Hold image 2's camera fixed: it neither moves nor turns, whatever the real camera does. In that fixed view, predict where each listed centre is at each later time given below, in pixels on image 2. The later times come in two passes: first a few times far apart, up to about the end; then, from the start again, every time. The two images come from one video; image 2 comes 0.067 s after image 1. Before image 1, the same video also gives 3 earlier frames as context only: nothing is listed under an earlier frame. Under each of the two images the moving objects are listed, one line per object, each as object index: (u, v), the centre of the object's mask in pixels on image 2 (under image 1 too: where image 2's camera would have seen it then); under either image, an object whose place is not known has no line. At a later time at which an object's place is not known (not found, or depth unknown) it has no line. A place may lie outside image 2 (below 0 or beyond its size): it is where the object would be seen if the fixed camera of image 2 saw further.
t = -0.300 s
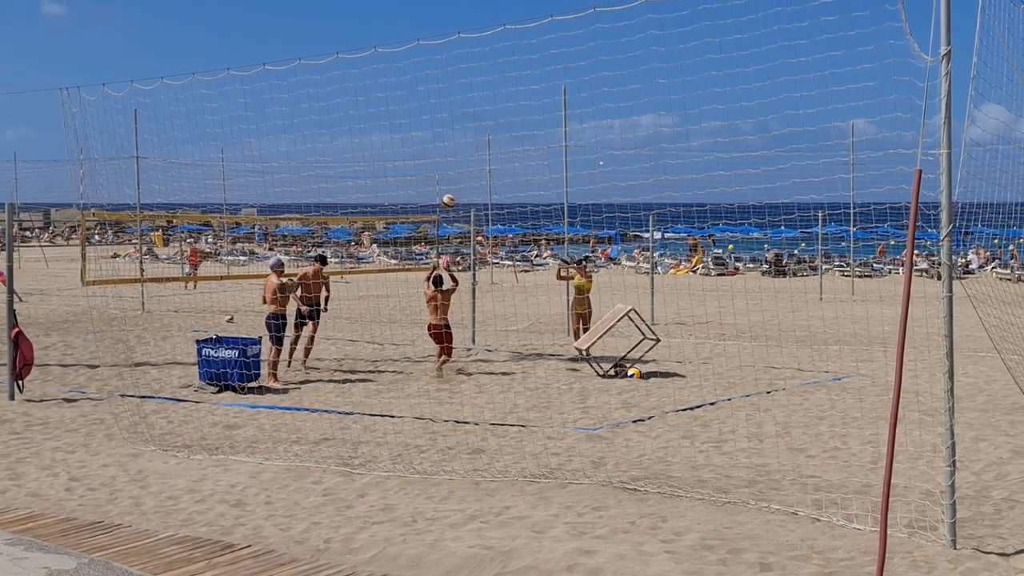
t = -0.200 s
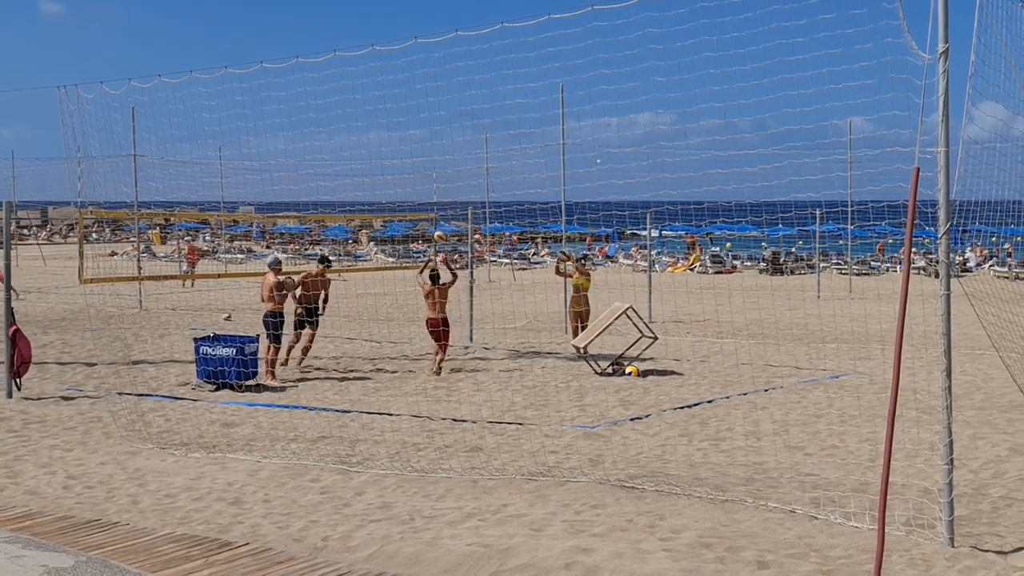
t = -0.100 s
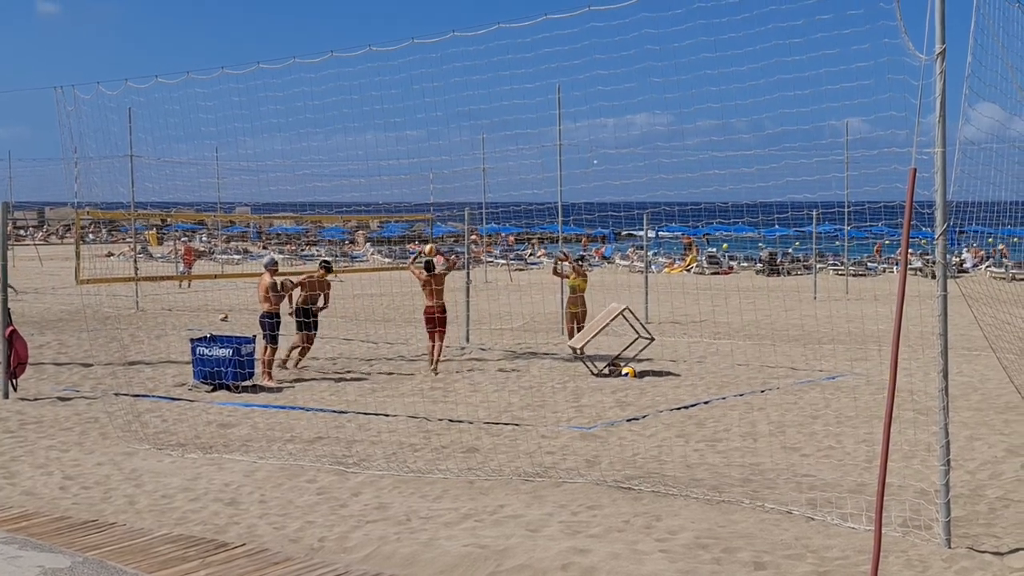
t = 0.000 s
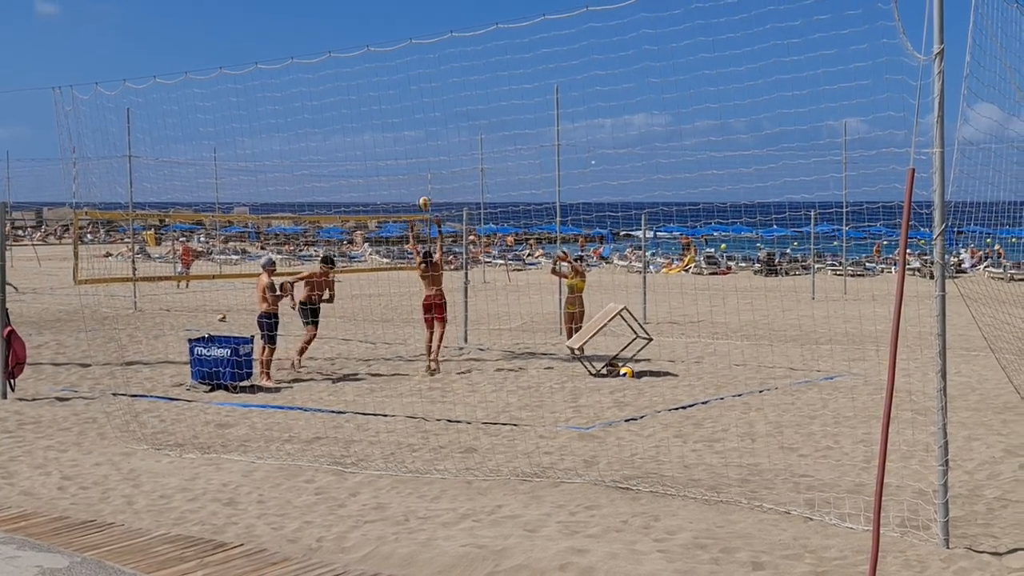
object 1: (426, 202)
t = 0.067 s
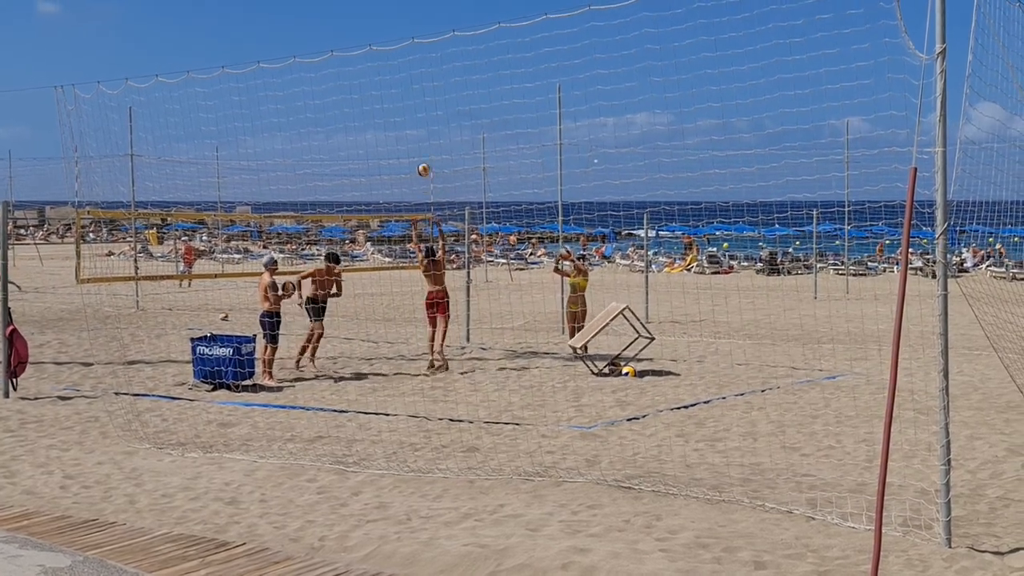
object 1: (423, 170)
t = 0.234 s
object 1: (417, 104)
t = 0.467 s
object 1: (411, 45)
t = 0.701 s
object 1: (405, 23)
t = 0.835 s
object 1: (403, 27)
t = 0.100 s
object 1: (422, 155)
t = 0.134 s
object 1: (420, 141)
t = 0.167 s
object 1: (419, 128)
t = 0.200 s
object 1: (419, 115)
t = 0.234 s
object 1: (417, 104)
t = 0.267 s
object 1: (416, 93)
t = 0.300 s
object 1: (415, 83)
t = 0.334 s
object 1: (414, 75)
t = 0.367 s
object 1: (413, 66)
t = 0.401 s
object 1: (412, 58)
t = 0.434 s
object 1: (411, 52)
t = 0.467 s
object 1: (411, 45)
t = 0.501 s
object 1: (410, 40)
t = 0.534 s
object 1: (409, 35)
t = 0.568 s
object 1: (408, 32)
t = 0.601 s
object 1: (407, 28)
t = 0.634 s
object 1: (407, 26)
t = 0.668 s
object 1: (406, 24)
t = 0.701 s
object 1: (405, 23)
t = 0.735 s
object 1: (405, 23)
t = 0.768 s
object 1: (404, 24)
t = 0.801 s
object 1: (404, 25)
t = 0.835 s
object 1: (403, 27)
